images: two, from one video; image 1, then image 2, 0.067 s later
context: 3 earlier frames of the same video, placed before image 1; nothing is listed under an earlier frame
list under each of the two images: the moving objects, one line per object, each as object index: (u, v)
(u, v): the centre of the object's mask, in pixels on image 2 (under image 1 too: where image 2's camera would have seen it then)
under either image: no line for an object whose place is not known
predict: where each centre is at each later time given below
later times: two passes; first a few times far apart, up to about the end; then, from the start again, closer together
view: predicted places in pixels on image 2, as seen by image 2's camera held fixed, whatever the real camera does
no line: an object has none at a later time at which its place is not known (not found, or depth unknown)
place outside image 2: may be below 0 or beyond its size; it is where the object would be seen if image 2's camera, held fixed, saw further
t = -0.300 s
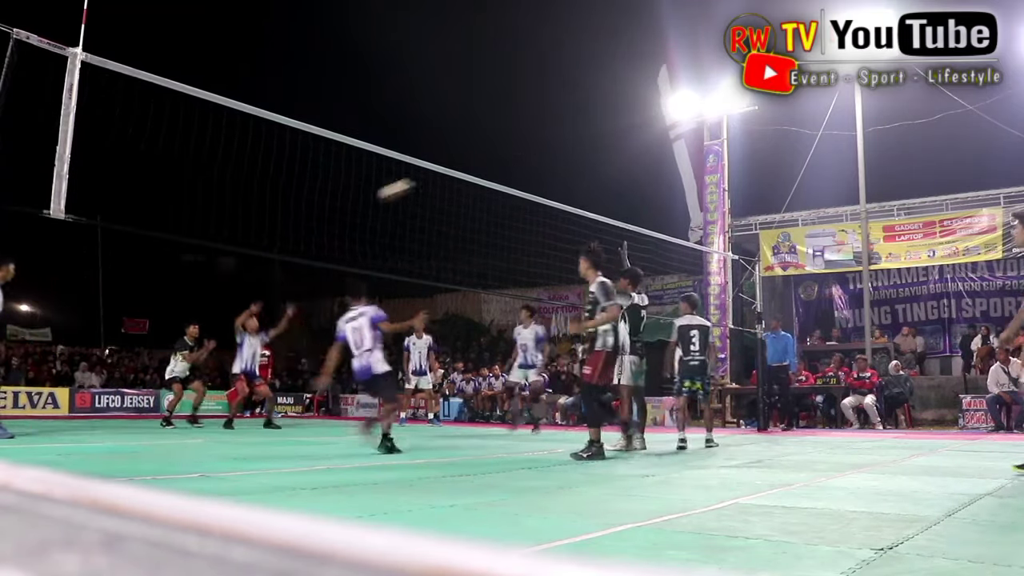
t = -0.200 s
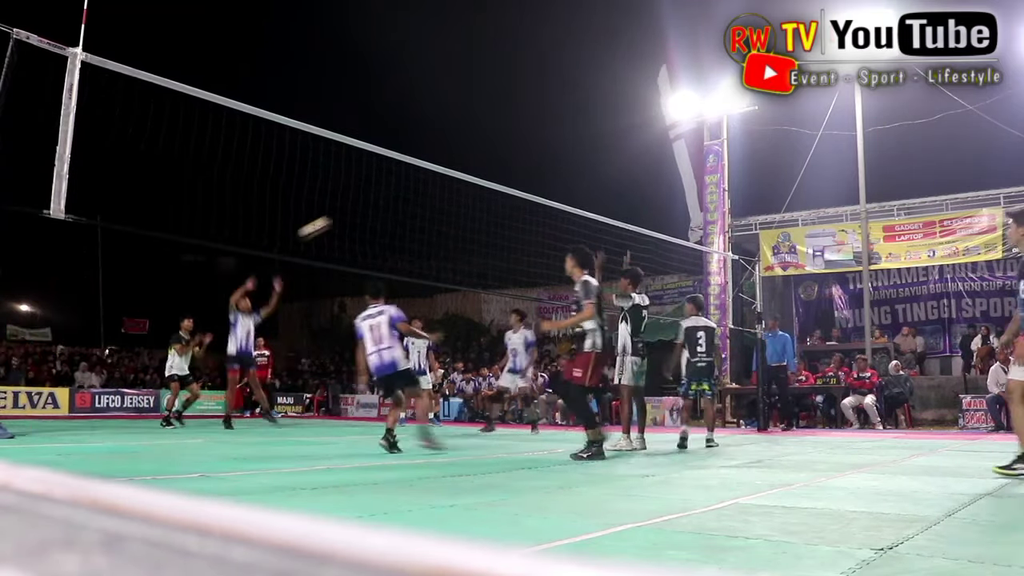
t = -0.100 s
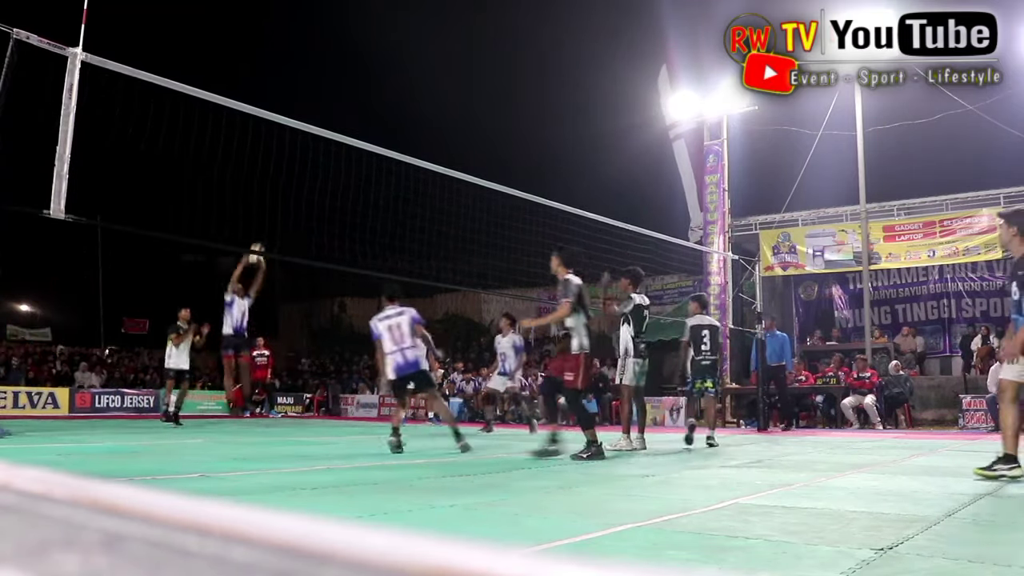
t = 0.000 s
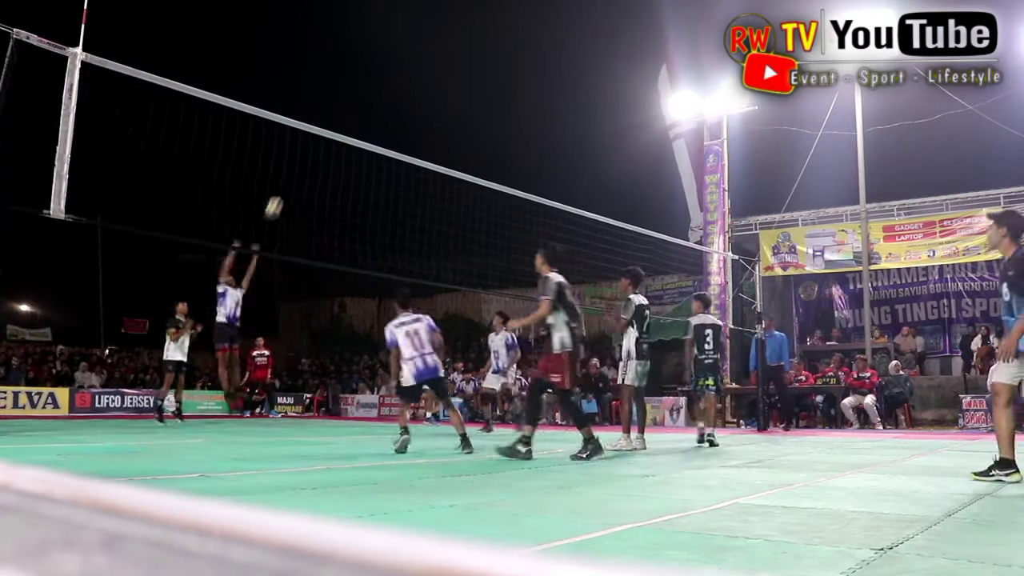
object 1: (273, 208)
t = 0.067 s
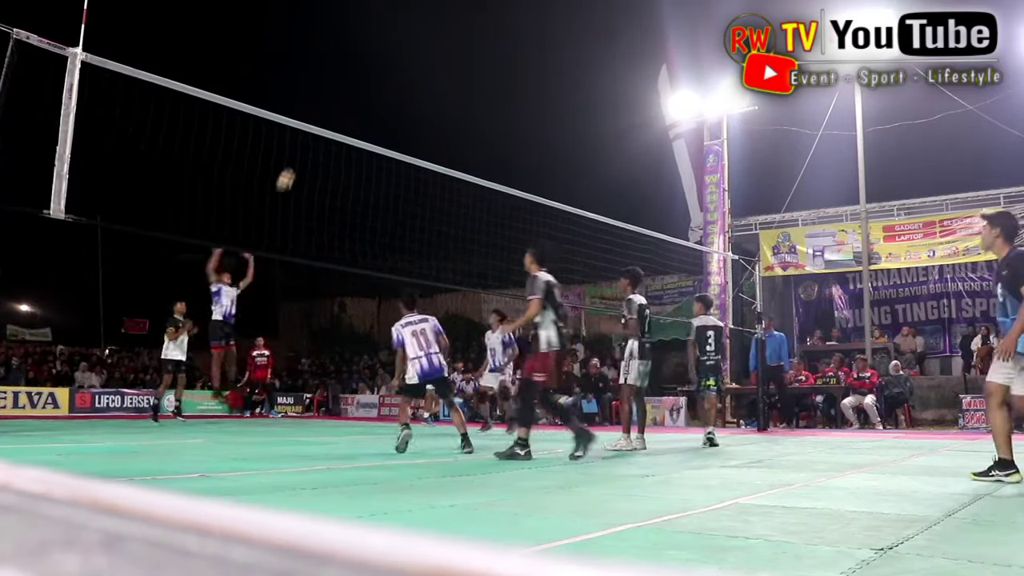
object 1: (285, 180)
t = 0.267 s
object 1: (320, 113)
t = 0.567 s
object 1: (374, 63)
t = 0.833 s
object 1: (424, 75)
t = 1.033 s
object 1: (463, 124)
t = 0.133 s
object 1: (297, 155)
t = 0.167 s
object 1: (303, 144)
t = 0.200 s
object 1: (307, 135)
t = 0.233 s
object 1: (316, 120)
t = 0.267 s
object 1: (320, 113)
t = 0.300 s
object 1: (327, 104)
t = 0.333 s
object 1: (333, 96)
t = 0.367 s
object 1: (339, 89)
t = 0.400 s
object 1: (345, 83)
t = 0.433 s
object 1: (350, 77)
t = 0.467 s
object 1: (356, 73)
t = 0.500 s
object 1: (362, 68)
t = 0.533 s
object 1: (368, 65)
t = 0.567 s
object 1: (374, 63)
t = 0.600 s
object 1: (380, 61)
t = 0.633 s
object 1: (386, 61)
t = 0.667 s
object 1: (392, 61)
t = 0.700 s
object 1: (398, 61)
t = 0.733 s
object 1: (404, 63)
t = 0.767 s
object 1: (411, 66)
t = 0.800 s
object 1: (417, 70)
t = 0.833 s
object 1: (424, 75)
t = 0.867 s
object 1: (430, 80)
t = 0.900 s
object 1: (436, 87)
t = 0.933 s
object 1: (443, 95)
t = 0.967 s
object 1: (449, 104)
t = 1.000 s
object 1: (456, 113)
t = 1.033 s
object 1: (463, 124)
